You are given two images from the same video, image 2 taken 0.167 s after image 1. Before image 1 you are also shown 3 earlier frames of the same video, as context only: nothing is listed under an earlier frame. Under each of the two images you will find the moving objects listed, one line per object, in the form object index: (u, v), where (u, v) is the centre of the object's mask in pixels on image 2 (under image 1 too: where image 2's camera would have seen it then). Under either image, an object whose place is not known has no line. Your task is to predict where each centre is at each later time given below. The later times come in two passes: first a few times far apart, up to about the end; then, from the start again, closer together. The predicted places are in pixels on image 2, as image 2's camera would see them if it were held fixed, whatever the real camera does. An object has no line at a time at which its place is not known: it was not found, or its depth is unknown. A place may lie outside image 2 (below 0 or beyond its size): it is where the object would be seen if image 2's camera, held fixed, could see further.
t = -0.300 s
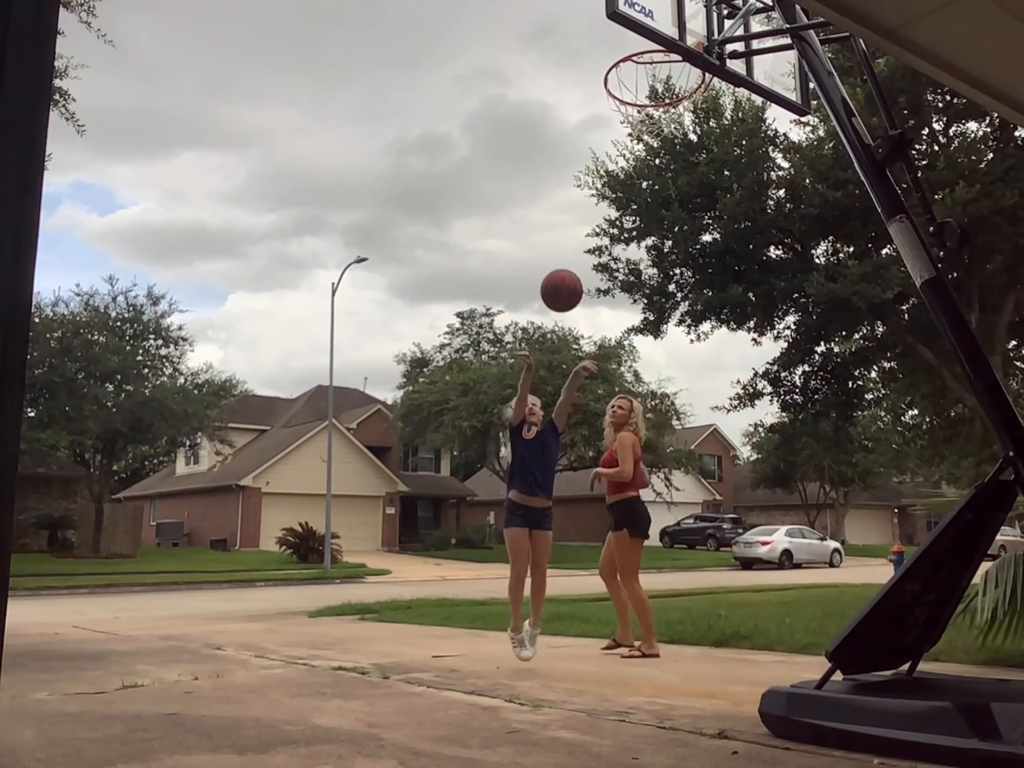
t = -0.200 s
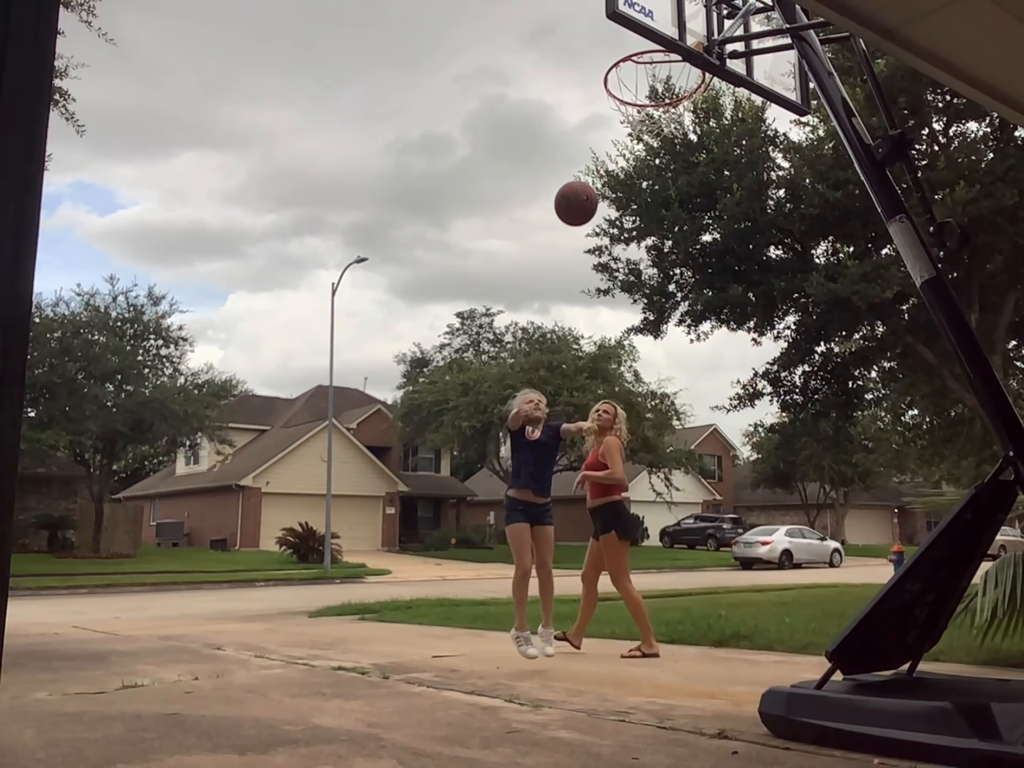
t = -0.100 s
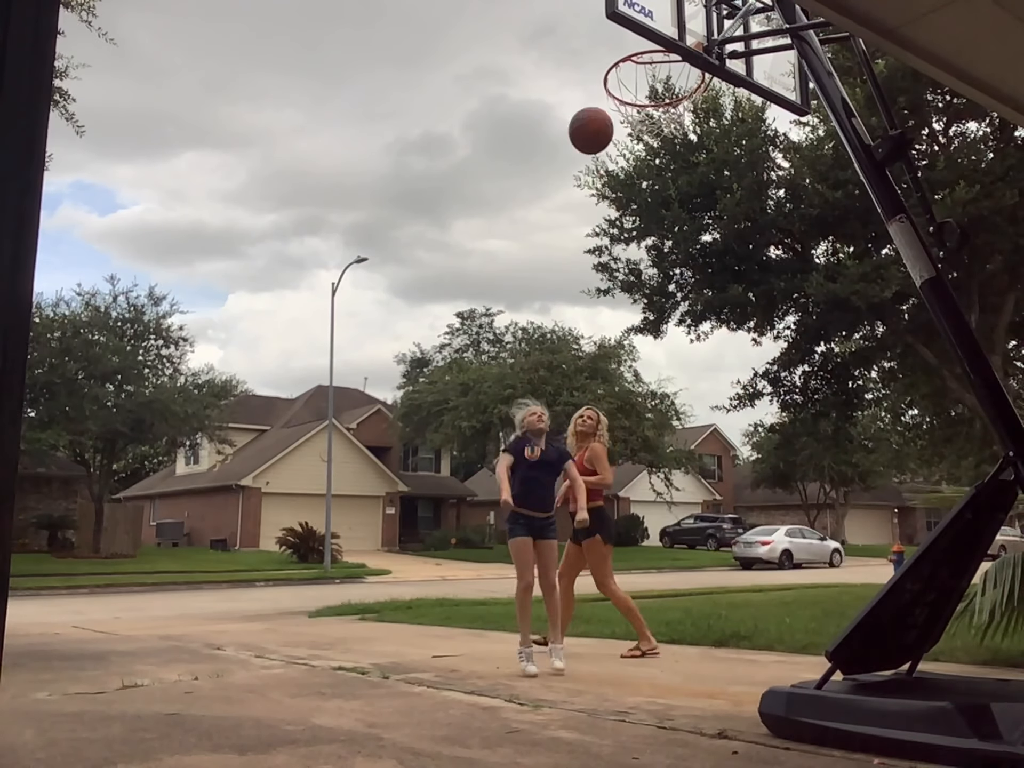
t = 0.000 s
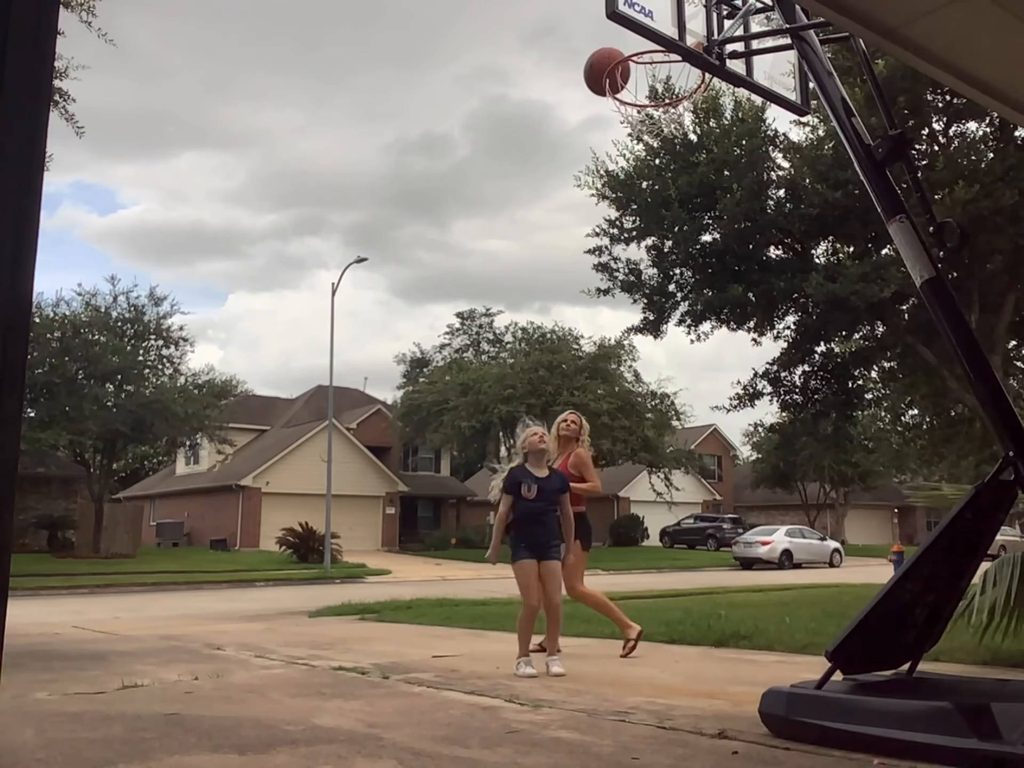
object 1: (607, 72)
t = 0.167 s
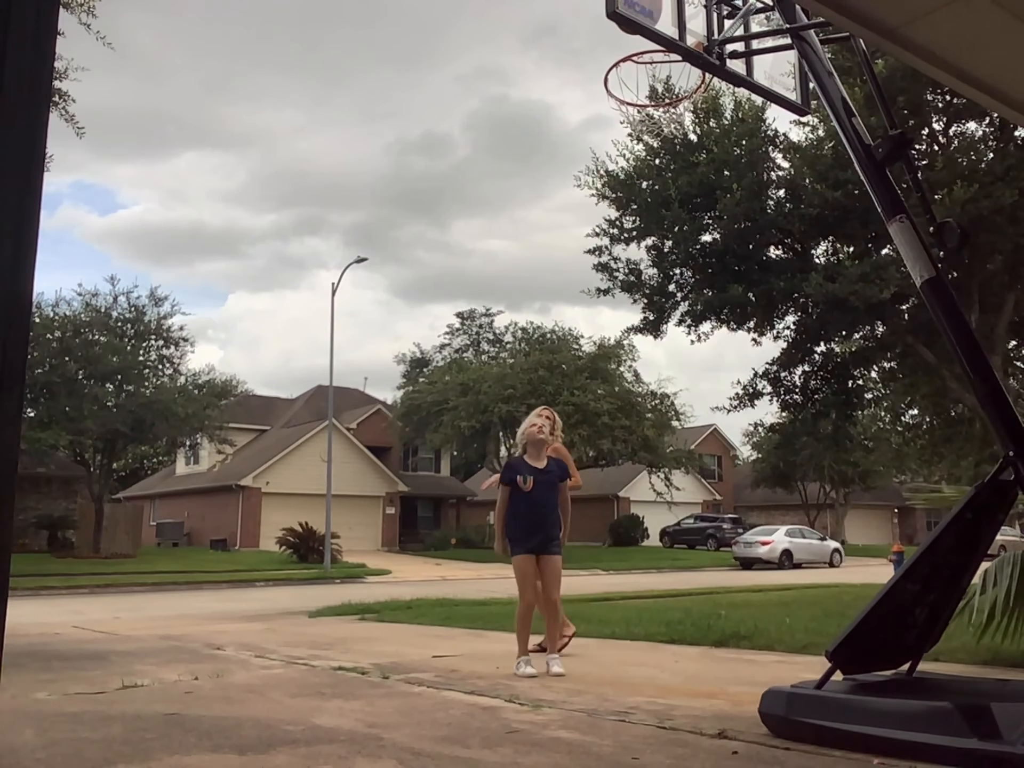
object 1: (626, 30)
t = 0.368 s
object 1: (634, 39)
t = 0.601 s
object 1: (576, 33)
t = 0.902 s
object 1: (499, 182)
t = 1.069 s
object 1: (456, 332)
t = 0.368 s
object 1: (634, 39)
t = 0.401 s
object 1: (625, 37)
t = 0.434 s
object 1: (614, 30)
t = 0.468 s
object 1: (604, 26)
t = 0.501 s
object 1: (597, 24)
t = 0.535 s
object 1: (591, 24)
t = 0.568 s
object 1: (584, 26)
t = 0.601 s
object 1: (576, 33)
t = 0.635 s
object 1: (567, 42)
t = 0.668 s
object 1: (558, 53)
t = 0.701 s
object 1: (550, 66)
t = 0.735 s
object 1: (541, 81)
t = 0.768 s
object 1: (533, 97)
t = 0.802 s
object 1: (525, 116)
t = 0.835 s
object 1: (516, 136)
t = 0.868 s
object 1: (508, 158)
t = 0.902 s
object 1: (499, 182)
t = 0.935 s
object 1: (491, 208)
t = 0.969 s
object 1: (482, 236)
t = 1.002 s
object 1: (473, 266)
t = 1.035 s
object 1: (465, 298)
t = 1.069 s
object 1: (456, 332)
